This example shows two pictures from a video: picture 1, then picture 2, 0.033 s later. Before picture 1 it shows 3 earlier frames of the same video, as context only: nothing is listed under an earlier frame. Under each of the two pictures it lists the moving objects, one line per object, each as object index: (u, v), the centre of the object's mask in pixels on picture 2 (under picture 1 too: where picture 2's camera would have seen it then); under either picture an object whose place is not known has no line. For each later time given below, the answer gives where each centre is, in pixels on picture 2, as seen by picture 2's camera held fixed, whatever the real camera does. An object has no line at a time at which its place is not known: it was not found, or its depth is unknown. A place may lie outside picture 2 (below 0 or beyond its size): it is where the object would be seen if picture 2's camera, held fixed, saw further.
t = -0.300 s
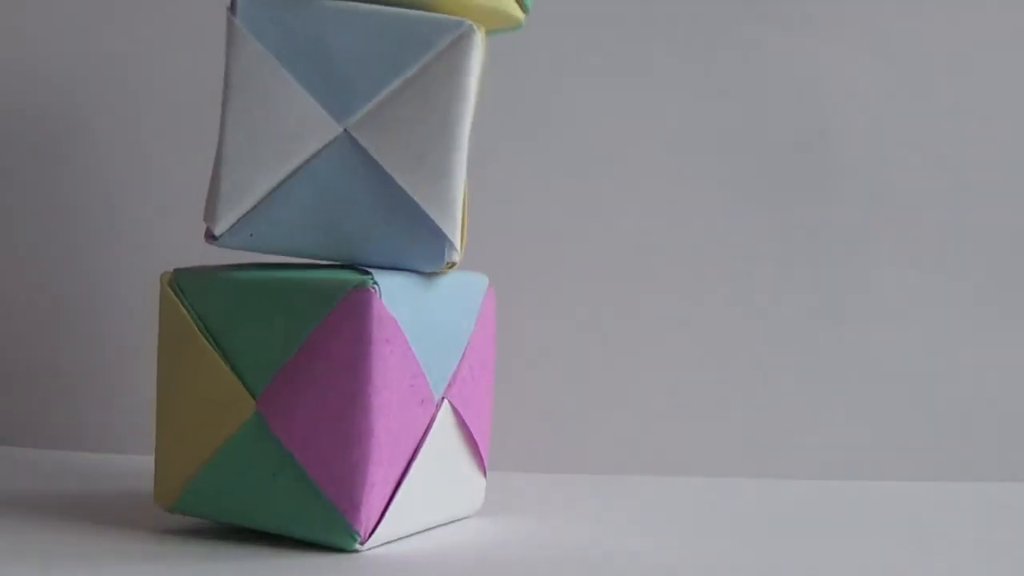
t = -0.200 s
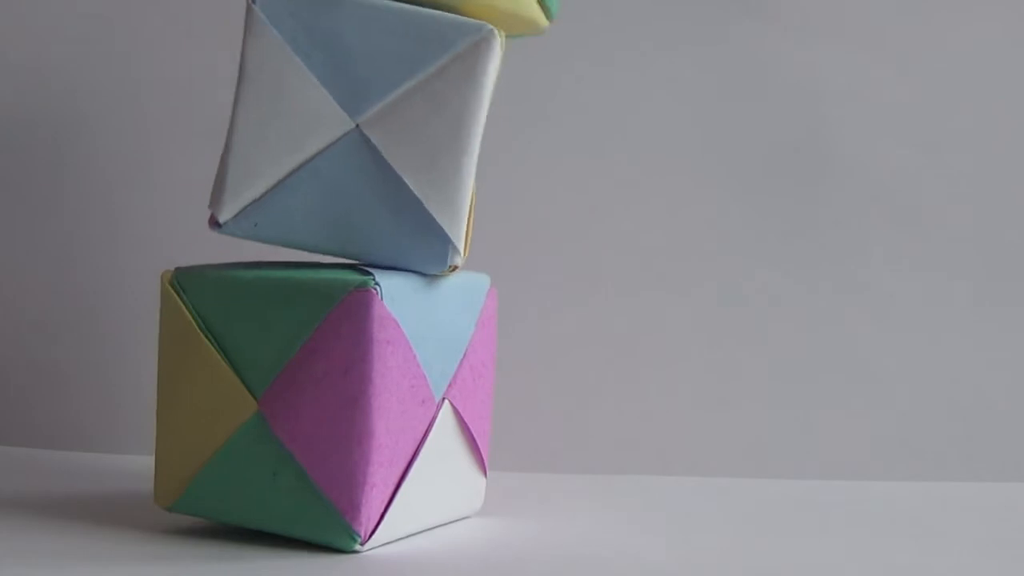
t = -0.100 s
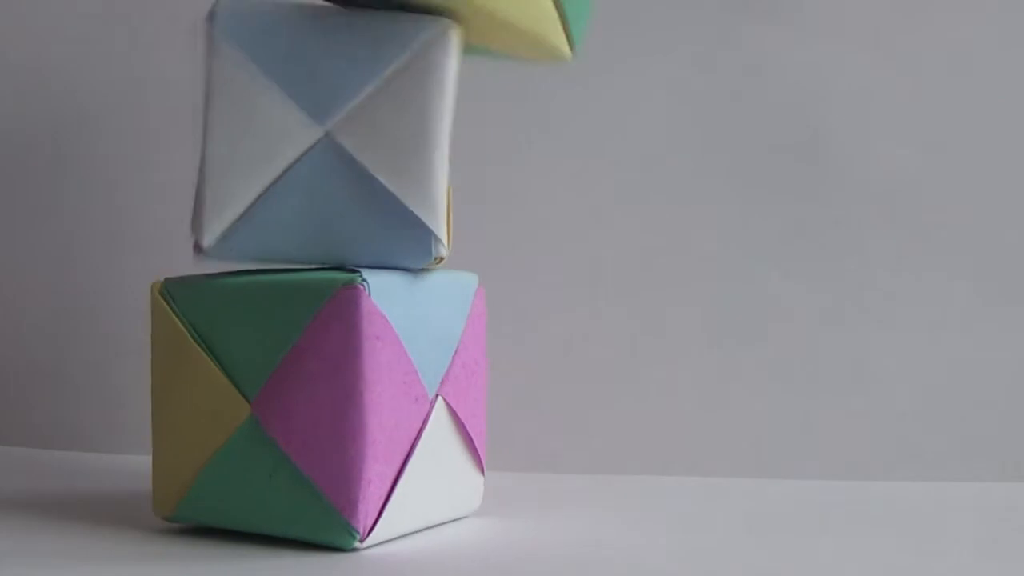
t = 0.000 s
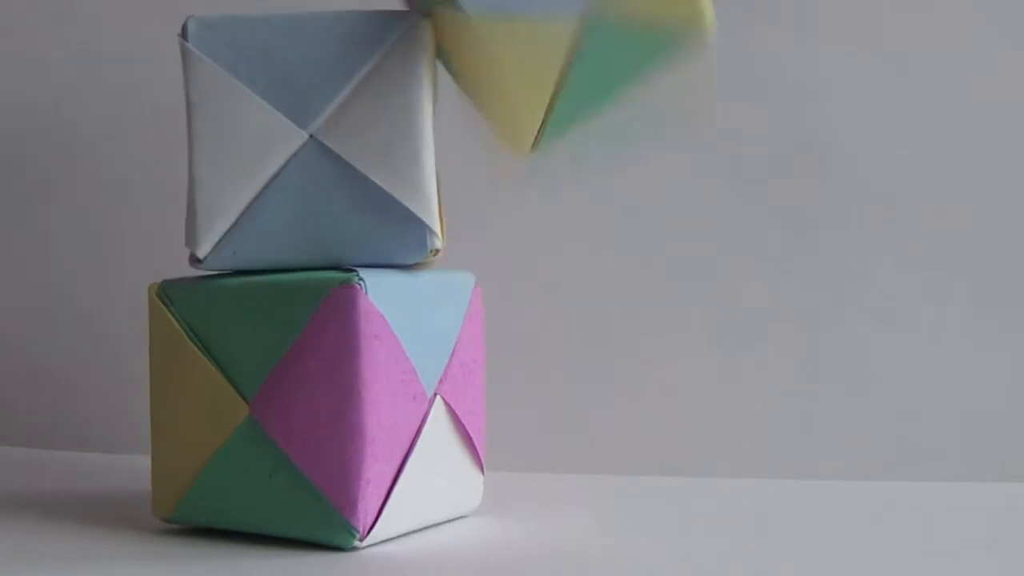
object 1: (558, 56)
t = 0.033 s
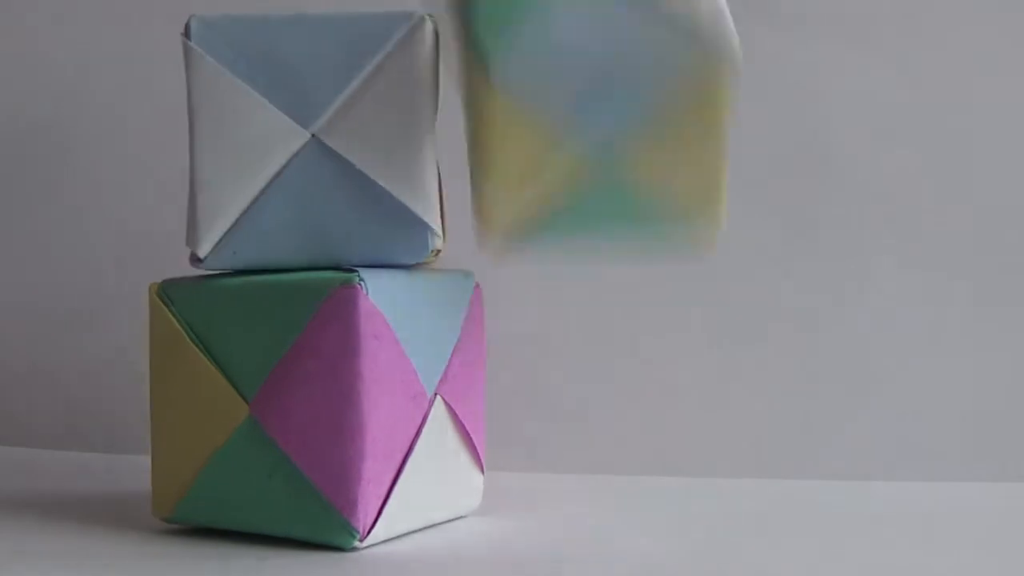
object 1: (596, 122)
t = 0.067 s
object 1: (661, 205)
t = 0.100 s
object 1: (748, 356)
